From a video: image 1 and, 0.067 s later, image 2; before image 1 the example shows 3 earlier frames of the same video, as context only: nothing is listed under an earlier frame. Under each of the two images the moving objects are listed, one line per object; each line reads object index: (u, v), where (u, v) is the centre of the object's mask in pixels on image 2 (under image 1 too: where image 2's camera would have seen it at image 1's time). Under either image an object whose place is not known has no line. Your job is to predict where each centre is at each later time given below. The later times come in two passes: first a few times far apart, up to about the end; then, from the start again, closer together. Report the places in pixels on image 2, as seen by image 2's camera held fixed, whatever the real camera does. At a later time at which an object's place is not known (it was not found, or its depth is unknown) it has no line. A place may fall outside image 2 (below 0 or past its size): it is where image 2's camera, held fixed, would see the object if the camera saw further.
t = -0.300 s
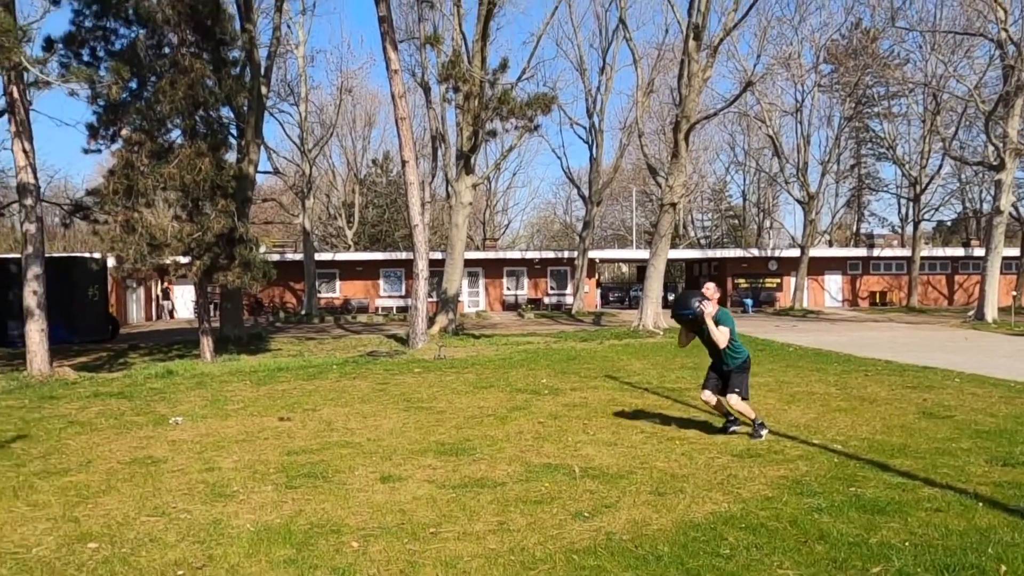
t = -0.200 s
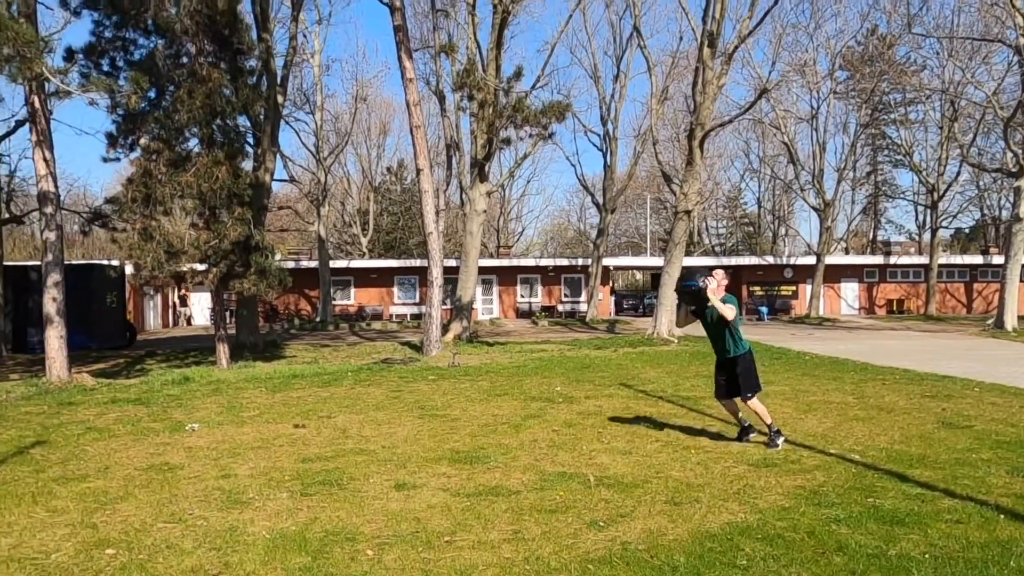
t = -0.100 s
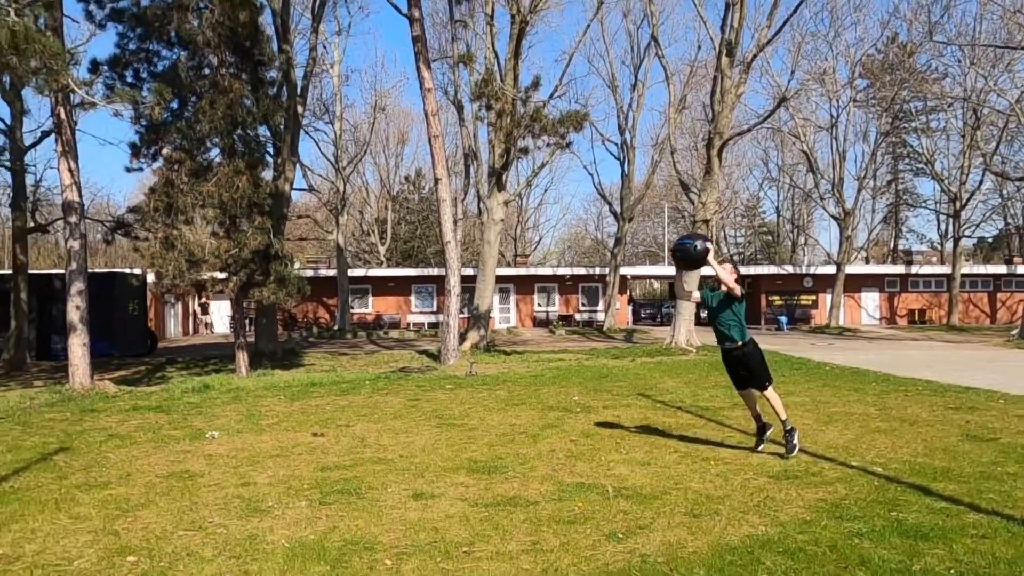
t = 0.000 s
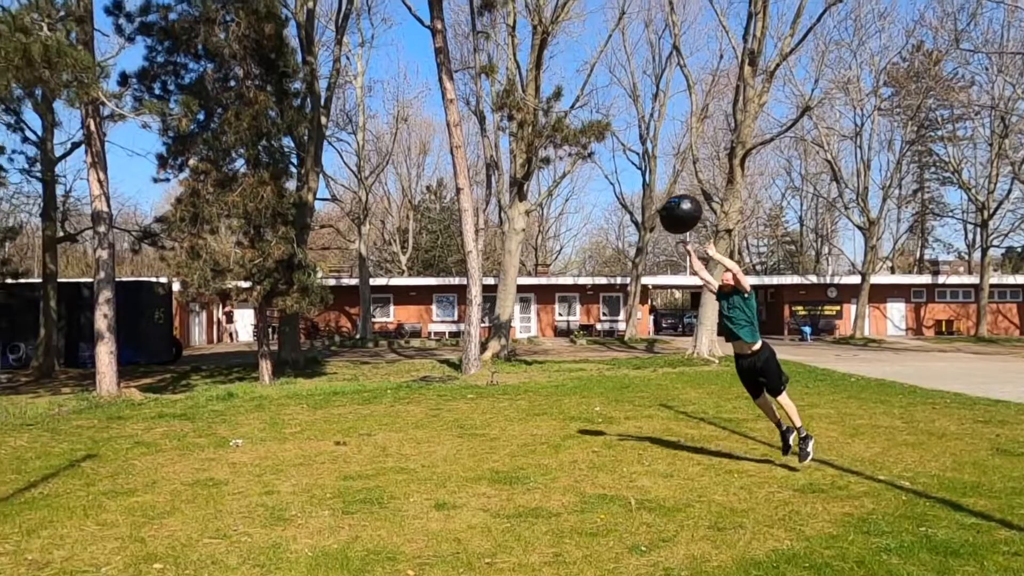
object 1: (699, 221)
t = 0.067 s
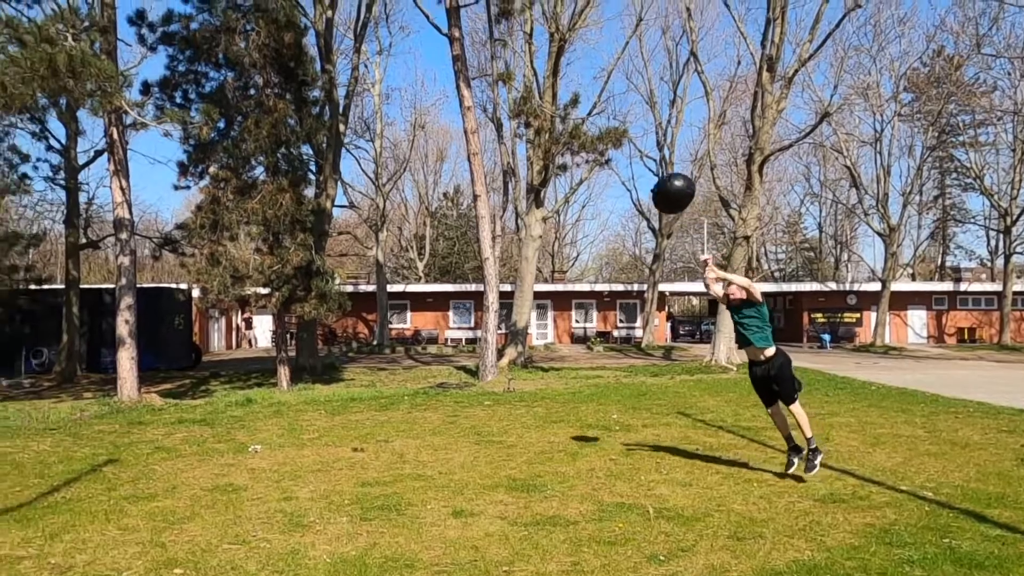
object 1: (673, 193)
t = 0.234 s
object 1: (604, 140)
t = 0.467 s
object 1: (495, 116)
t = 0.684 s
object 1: (376, 158)
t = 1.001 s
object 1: (168, 369)
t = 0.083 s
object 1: (666, 187)
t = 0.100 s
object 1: (660, 181)
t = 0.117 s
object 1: (653, 175)
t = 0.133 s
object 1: (646, 169)
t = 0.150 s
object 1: (639, 164)
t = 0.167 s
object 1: (633, 158)
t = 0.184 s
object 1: (626, 154)
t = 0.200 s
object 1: (619, 149)
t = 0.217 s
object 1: (611, 145)
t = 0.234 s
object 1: (604, 140)
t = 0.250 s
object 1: (597, 136)
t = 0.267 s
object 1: (590, 133)
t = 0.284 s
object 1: (582, 130)
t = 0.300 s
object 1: (575, 127)
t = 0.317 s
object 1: (567, 124)
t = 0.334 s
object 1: (560, 122)
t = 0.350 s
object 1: (552, 120)
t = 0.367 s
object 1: (544, 119)
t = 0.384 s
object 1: (536, 118)
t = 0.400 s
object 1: (528, 116)
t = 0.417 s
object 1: (520, 116)
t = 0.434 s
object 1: (512, 116)
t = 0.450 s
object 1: (503, 116)
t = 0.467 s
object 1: (495, 116)
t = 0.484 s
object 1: (486, 117)
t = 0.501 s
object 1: (477, 118)
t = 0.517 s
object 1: (469, 120)
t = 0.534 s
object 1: (460, 121)
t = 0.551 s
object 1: (451, 124)
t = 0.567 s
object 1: (442, 126)
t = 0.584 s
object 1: (433, 130)
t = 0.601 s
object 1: (424, 133)
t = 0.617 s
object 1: (415, 138)
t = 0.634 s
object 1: (405, 142)
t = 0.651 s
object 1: (396, 147)
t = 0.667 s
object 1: (387, 152)
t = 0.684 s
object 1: (376, 158)
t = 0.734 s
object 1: (347, 179)
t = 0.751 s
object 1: (337, 186)
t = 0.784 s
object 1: (318, 203)
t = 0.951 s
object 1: (207, 322)
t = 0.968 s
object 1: (193, 338)
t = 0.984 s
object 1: (181, 353)
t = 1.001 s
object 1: (168, 369)
